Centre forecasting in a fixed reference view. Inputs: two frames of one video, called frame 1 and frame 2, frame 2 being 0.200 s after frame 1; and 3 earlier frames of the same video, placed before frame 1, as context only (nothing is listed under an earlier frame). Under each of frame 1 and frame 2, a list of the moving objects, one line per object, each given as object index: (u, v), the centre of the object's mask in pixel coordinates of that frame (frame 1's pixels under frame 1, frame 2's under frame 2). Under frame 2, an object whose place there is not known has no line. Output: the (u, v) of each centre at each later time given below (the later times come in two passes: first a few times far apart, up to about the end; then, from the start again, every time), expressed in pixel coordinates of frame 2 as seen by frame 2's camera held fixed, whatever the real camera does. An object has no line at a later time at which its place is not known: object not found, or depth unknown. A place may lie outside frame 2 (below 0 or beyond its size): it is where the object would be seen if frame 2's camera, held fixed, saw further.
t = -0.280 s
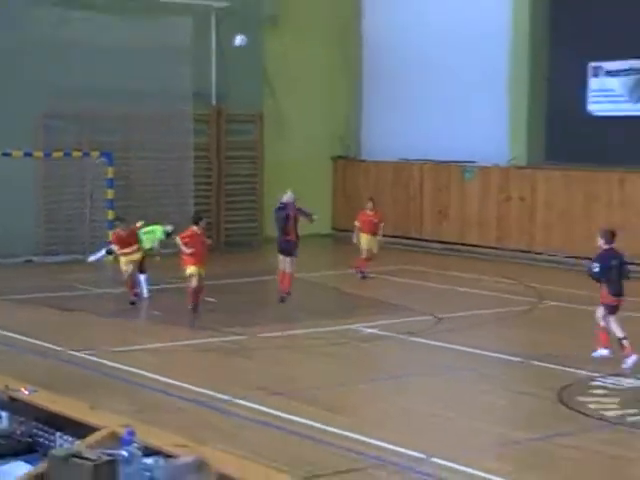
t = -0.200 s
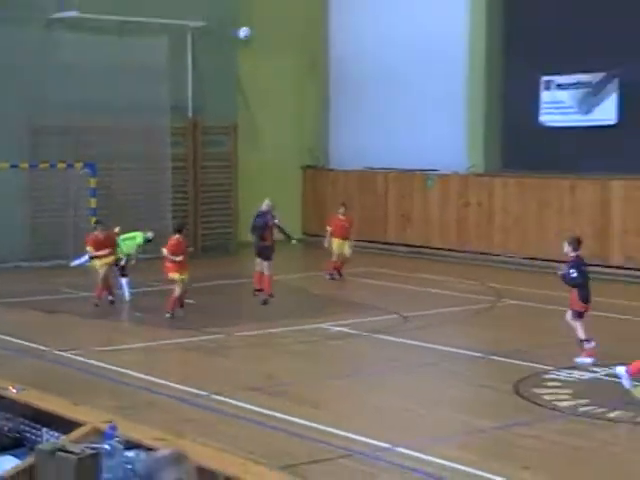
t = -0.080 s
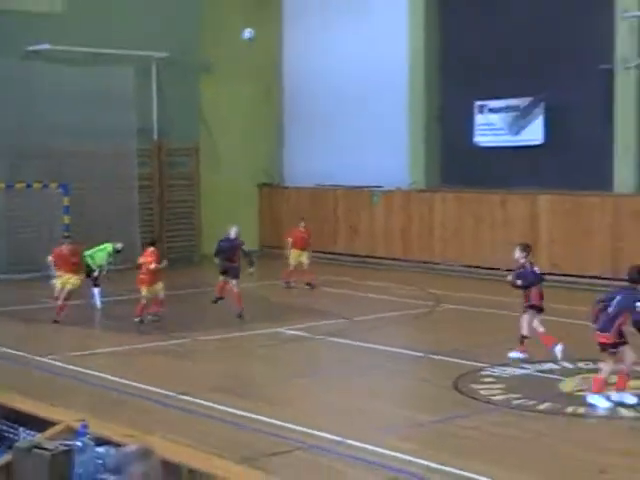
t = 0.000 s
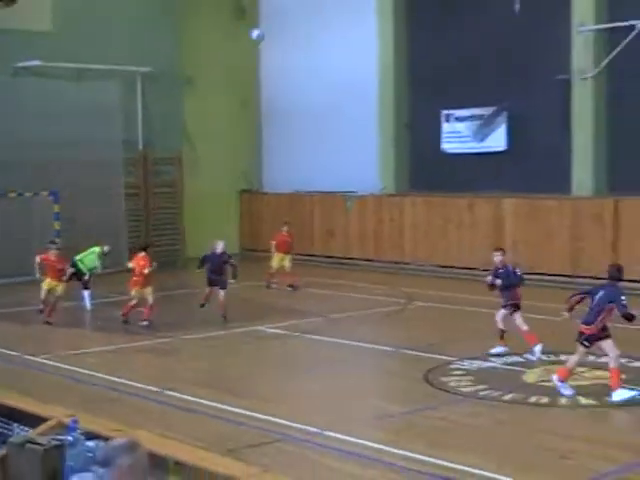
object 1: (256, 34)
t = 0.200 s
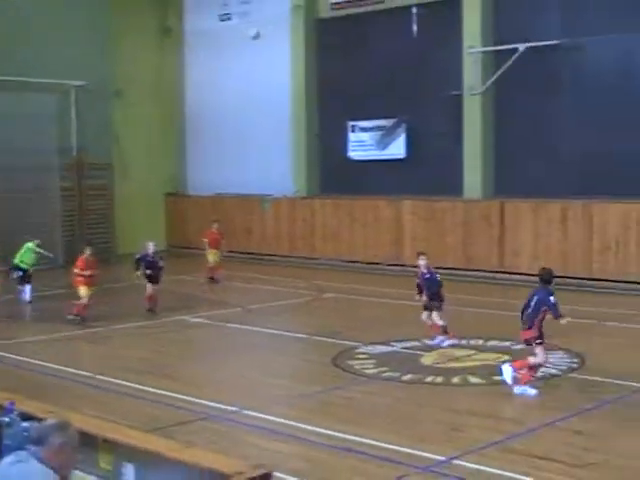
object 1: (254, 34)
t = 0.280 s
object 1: (282, 32)
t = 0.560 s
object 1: (401, 60)
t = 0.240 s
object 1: (268, 32)
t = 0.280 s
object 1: (282, 32)
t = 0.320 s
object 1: (297, 32)
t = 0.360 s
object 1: (313, 33)
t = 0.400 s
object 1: (331, 37)
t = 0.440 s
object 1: (348, 41)
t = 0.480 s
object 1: (365, 46)
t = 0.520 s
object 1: (382, 52)
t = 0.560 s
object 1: (401, 60)
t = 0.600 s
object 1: (419, 69)
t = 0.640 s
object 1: (439, 79)
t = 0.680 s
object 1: (457, 91)
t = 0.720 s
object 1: (478, 103)
